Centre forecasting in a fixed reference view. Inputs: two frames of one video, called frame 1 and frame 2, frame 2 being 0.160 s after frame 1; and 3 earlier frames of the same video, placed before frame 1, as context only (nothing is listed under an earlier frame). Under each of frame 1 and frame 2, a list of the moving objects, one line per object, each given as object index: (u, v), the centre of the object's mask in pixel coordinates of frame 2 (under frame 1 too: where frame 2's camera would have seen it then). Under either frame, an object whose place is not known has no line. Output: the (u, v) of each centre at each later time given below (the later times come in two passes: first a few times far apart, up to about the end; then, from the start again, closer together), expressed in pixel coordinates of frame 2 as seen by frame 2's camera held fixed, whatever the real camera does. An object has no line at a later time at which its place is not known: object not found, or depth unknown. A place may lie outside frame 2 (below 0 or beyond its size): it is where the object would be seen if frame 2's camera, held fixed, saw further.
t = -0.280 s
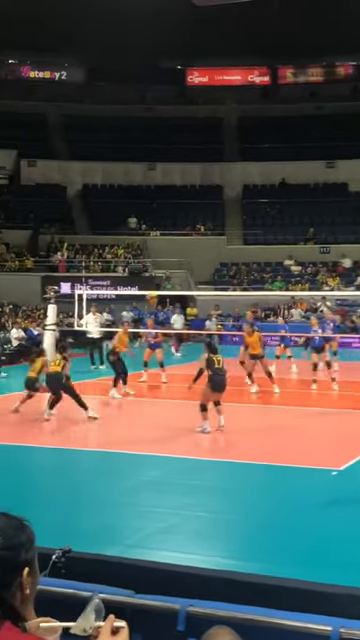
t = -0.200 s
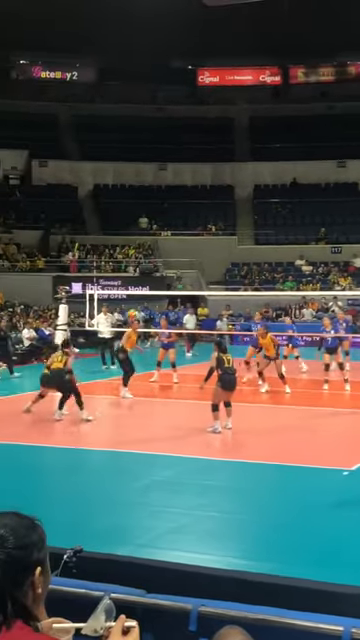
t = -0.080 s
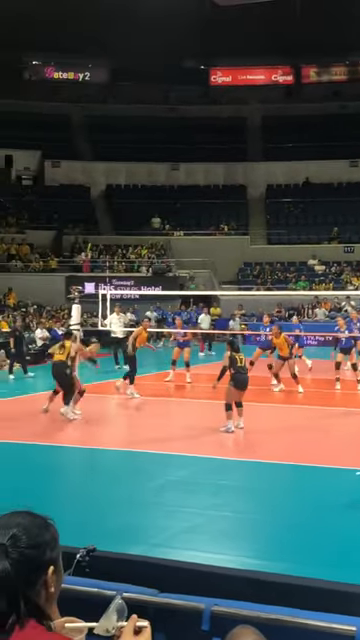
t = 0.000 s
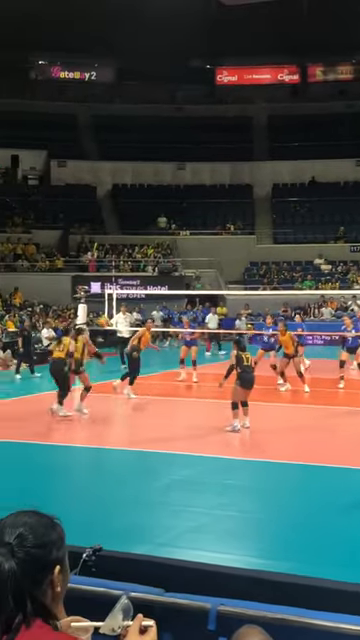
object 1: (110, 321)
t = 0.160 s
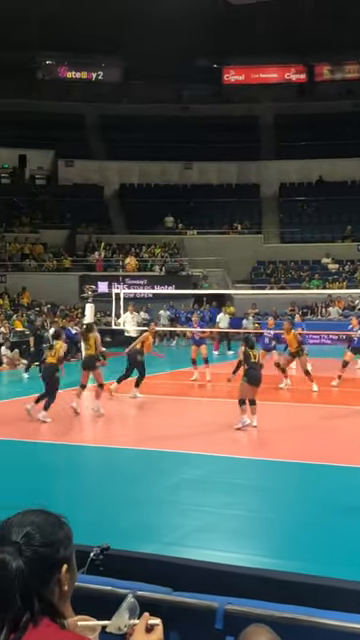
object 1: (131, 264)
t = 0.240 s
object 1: (138, 240)
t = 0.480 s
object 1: (164, 190)
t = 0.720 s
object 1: (187, 170)
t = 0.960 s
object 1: (209, 180)
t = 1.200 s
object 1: (230, 217)
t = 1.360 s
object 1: (244, 254)
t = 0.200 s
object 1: (135, 250)
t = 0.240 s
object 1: (138, 240)
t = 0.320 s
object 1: (148, 219)
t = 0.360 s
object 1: (152, 211)
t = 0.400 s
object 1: (156, 203)
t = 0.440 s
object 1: (160, 196)
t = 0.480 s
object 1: (164, 190)
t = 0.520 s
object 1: (168, 184)
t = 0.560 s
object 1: (172, 180)
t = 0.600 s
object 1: (176, 176)
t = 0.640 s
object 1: (180, 173)
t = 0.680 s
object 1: (183, 171)
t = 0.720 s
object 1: (187, 170)
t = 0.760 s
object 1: (191, 169)
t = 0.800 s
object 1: (195, 170)
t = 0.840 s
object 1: (198, 171)
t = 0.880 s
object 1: (202, 173)
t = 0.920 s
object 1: (206, 176)
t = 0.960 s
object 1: (209, 180)
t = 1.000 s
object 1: (212, 183)
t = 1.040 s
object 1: (216, 188)
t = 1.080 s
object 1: (220, 195)
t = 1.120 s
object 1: (223, 201)
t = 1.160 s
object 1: (226, 208)
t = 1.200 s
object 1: (230, 217)
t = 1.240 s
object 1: (233, 225)
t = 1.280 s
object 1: (236, 234)
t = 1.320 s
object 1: (240, 244)
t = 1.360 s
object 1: (244, 254)
